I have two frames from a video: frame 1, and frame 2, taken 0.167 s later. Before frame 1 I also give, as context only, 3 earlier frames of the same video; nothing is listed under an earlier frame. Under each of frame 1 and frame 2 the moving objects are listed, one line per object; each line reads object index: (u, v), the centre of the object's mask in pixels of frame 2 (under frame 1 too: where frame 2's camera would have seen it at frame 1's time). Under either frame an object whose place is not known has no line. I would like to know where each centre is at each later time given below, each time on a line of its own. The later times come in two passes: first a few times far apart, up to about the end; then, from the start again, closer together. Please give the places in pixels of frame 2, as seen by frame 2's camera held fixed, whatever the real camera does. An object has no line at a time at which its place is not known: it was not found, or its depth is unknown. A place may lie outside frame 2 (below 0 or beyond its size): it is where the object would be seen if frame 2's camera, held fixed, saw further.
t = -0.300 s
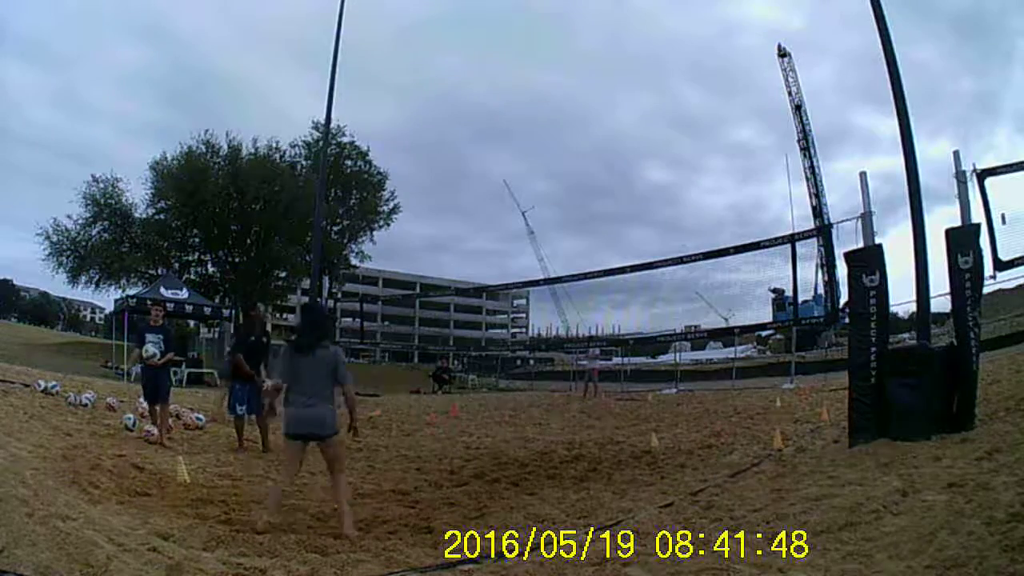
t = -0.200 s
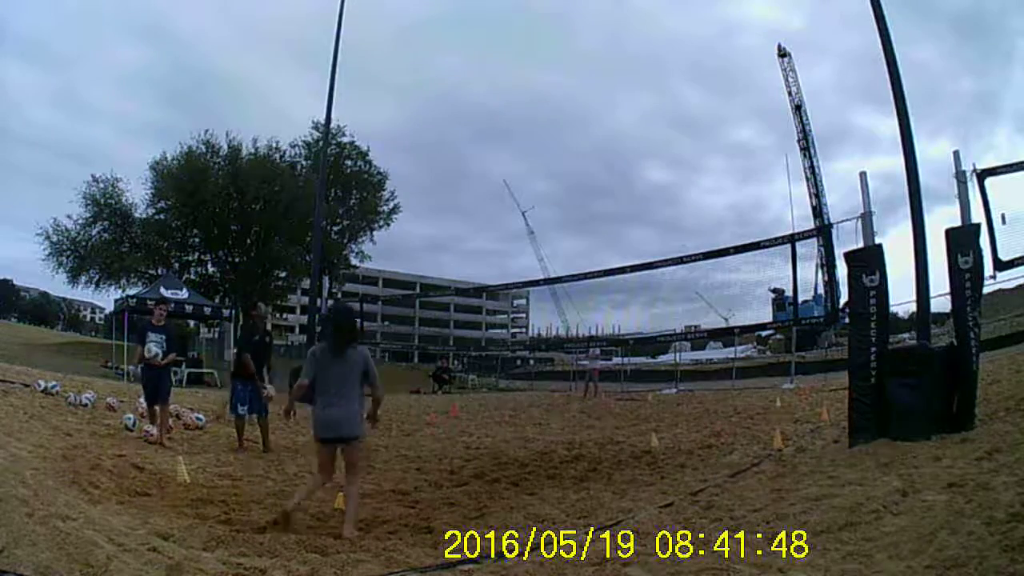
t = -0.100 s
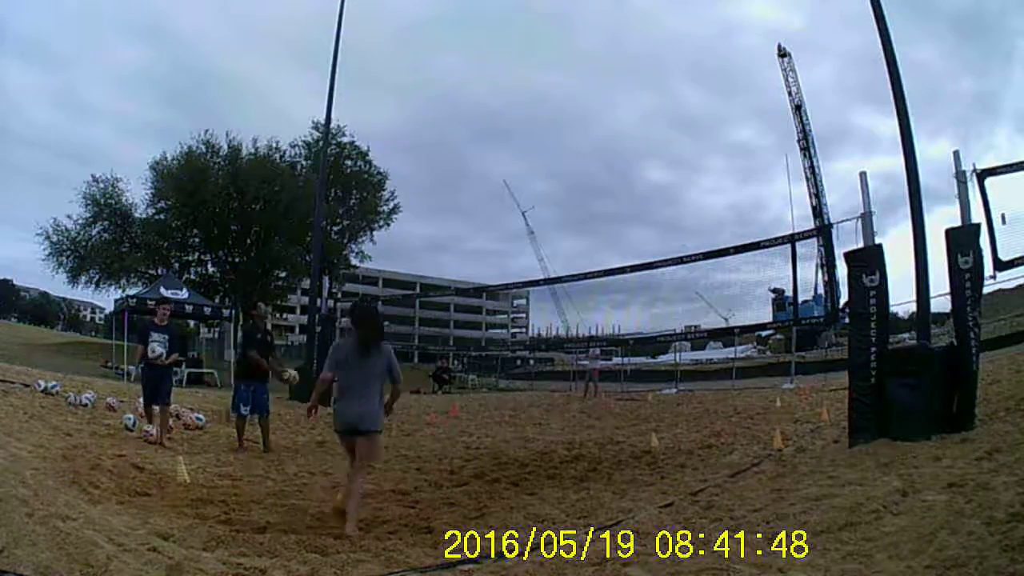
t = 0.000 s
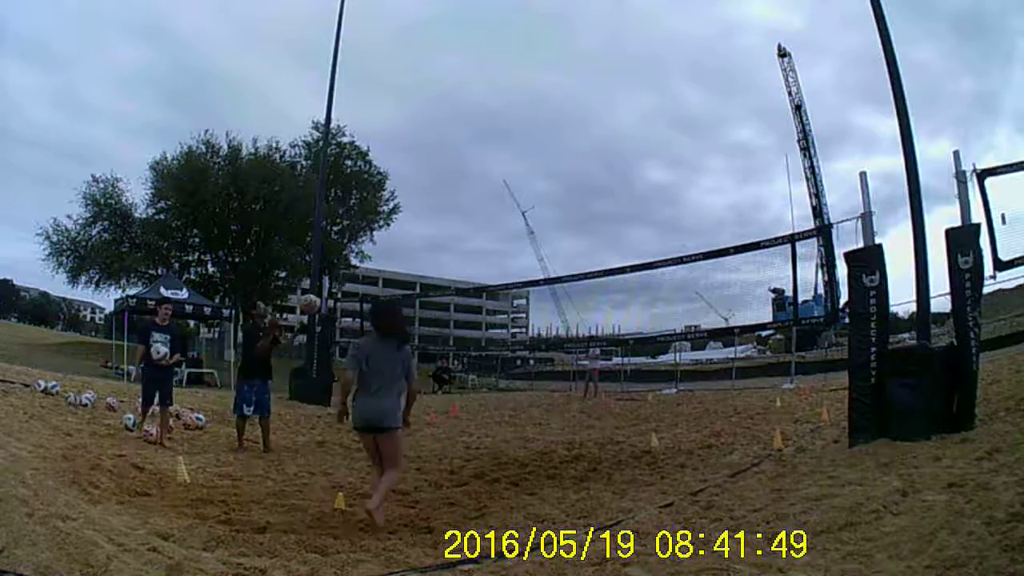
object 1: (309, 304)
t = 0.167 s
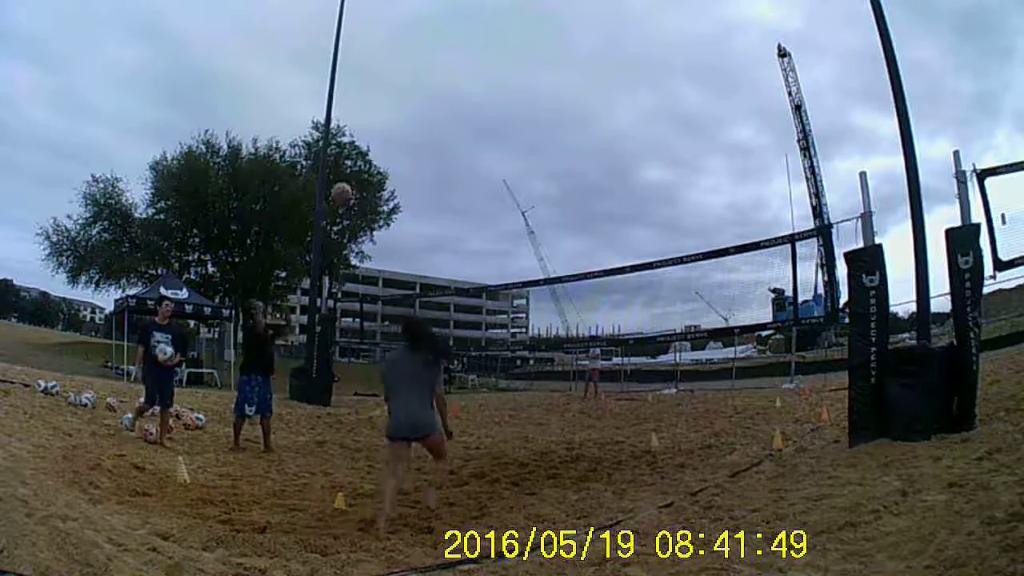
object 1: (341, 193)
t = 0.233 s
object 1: (354, 159)
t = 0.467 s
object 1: (401, 73)
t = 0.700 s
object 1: (442, 40)
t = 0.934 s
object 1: (480, 52)
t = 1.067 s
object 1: (503, 81)
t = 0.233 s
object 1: (354, 159)
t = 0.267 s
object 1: (362, 142)
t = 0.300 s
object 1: (368, 127)
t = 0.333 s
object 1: (375, 114)
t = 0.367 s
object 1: (381, 102)
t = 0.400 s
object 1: (388, 91)
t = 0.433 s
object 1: (394, 81)
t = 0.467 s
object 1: (401, 73)
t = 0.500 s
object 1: (407, 65)
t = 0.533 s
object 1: (413, 59)
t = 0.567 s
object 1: (419, 53)
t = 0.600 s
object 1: (425, 48)
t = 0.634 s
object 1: (431, 44)
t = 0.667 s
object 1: (437, 42)
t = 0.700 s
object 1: (442, 40)
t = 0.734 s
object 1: (448, 39)
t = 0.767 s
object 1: (453, 39)
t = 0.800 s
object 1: (459, 40)
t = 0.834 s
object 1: (464, 41)
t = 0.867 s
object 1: (470, 44)
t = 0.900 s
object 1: (475, 48)
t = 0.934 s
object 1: (480, 52)
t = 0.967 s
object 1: (486, 58)
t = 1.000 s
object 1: (492, 65)
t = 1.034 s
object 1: (497, 72)
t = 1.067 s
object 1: (503, 81)
